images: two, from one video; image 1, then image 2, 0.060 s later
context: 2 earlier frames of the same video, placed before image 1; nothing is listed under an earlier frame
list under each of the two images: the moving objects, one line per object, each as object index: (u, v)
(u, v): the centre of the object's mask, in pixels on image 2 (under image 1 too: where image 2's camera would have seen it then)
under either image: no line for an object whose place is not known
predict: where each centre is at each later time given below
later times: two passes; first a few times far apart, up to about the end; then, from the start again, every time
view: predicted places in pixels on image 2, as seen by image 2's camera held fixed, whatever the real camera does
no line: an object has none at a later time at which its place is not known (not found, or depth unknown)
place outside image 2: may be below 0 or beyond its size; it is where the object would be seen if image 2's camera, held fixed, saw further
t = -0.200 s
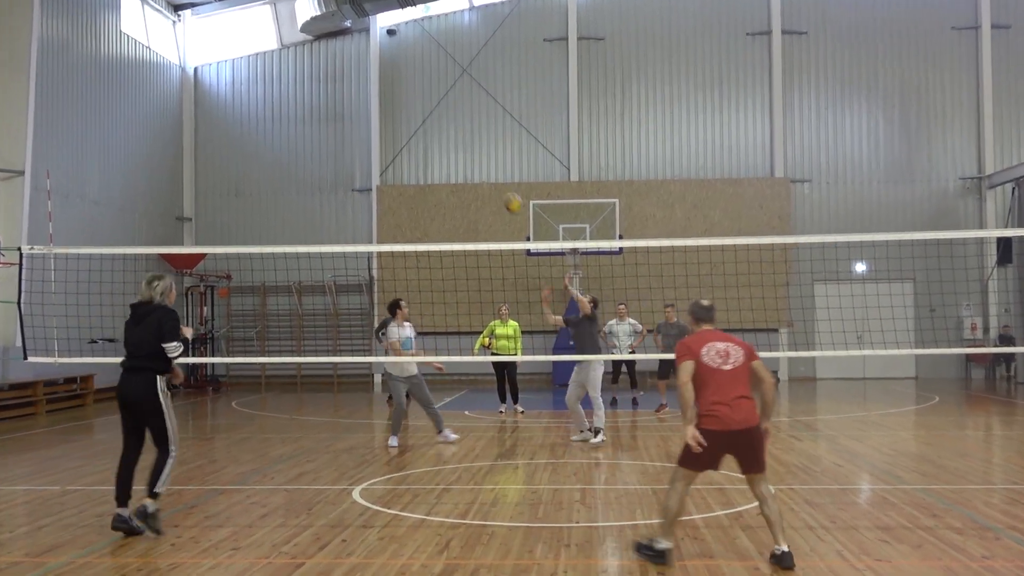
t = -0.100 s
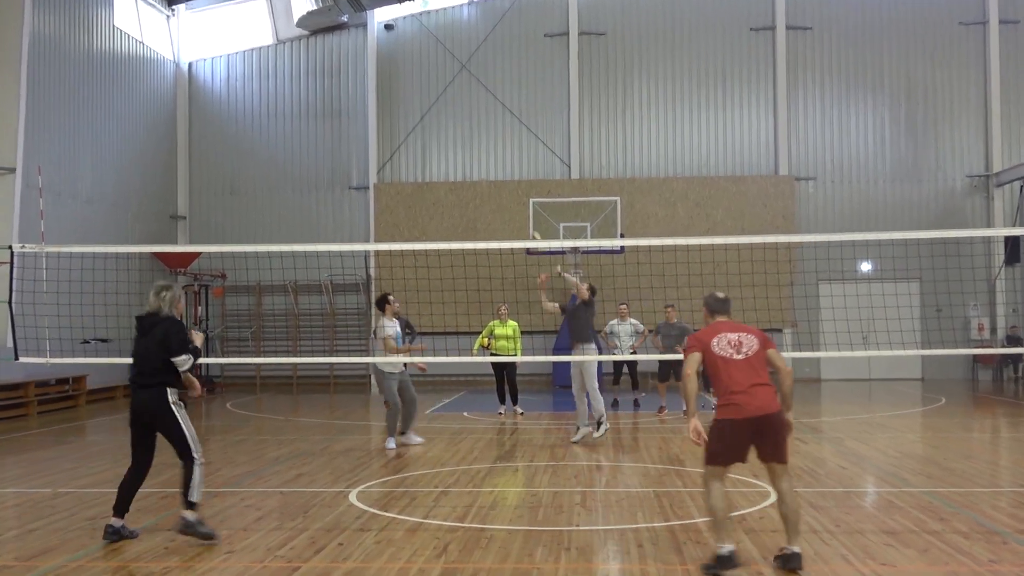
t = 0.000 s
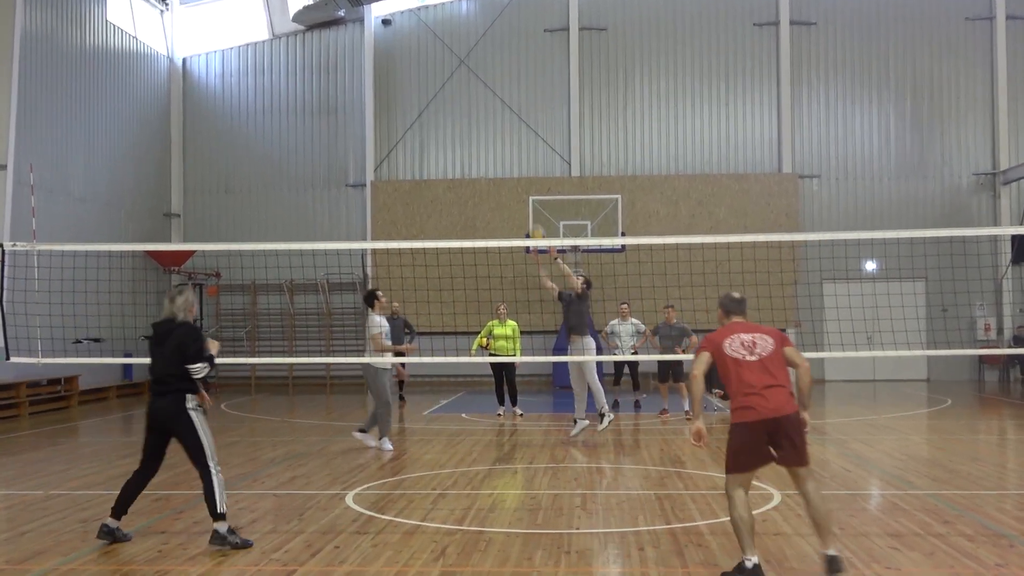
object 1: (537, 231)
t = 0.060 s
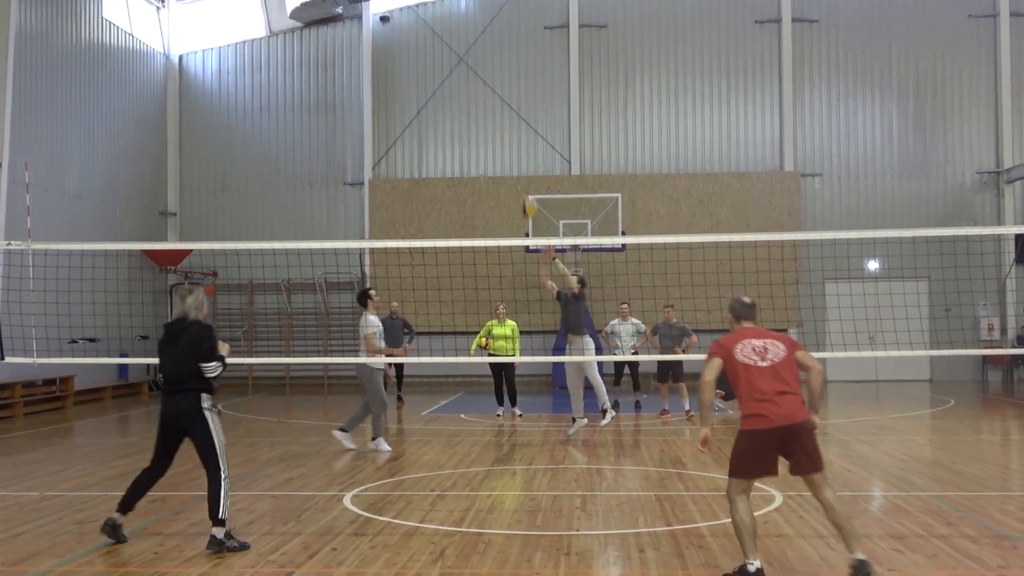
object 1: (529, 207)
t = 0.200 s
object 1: (508, 151)
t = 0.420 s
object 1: (475, 95)
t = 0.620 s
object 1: (447, 80)
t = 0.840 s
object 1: (413, 102)
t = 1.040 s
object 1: (383, 161)
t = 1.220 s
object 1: (355, 253)
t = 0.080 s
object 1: (525, 197)
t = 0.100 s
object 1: (522, 190)
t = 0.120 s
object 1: (520, 181)
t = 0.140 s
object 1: (516, 174)
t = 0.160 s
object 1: (513, 165)
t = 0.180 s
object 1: (511, 159)
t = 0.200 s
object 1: (508, 151)
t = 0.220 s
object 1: (505, 145)
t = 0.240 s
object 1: (502, 138)
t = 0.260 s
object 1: (499, 132)
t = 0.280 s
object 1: (496, 126)
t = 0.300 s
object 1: (494, 121)
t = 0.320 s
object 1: (490, 116)
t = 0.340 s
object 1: (488, 112)
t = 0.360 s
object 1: (485, 108)
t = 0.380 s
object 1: (482, 103)
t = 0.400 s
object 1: (478, 99)
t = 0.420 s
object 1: (475, 95)
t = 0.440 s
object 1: (473, 93)
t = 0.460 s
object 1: (470, 90)
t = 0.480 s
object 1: (467, 88)
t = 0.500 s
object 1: (464, 85)
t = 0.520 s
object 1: (461, 84)
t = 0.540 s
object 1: (459, 83)
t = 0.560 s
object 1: (456, 81)
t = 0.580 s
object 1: (452, 80)
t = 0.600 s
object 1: (449, 80)
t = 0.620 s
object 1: (447, 80)
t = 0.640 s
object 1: (443, 80)
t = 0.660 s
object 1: (440, 81)
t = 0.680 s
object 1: (437, 82)
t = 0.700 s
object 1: (435, 83)
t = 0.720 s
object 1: (431, 85)
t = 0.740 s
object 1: (428, 87)
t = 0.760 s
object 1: (425, 90)
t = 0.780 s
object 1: (423, 92)
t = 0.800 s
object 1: (419, 95)
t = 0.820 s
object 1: (417, 99)
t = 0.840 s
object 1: (413, 102)
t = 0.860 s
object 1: (410, 107)
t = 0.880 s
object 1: (407, 112)
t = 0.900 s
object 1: (404, 116)
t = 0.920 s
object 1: (401, 122)
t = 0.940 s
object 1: (397, 128)
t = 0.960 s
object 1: (395, 133)
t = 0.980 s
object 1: (392, 141)
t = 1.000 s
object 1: (388, 147)
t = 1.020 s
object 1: (384, 155)
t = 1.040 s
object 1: (383, 161)
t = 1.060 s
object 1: (379, 169)
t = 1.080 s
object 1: (376, 178)
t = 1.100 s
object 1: (373, 187)
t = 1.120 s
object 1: (370, 196)
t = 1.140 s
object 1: (367, 205)
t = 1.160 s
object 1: (363, 216)
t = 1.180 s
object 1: (360, 227)
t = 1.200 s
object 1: (358, 233)
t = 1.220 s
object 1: (355, 253)
